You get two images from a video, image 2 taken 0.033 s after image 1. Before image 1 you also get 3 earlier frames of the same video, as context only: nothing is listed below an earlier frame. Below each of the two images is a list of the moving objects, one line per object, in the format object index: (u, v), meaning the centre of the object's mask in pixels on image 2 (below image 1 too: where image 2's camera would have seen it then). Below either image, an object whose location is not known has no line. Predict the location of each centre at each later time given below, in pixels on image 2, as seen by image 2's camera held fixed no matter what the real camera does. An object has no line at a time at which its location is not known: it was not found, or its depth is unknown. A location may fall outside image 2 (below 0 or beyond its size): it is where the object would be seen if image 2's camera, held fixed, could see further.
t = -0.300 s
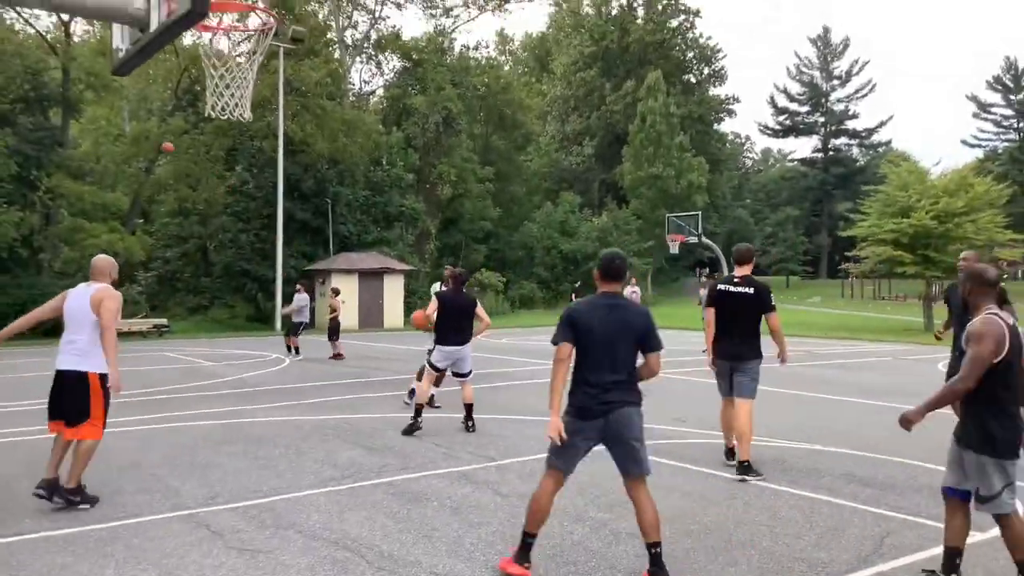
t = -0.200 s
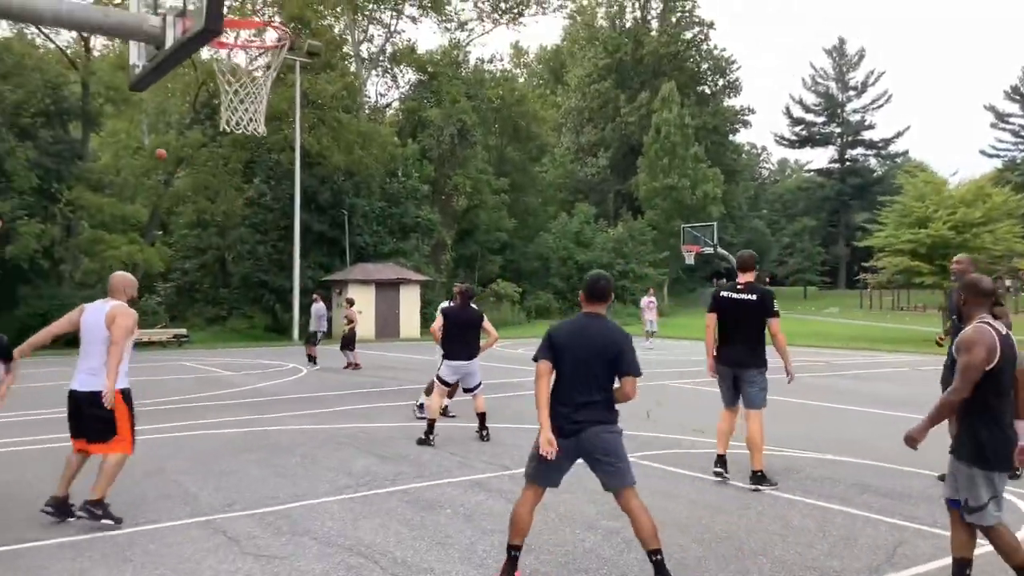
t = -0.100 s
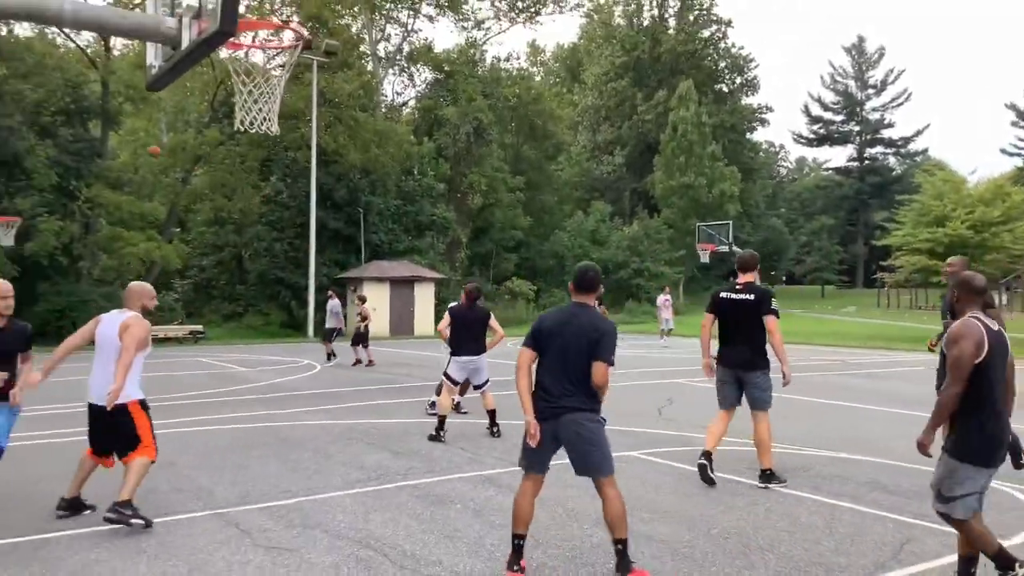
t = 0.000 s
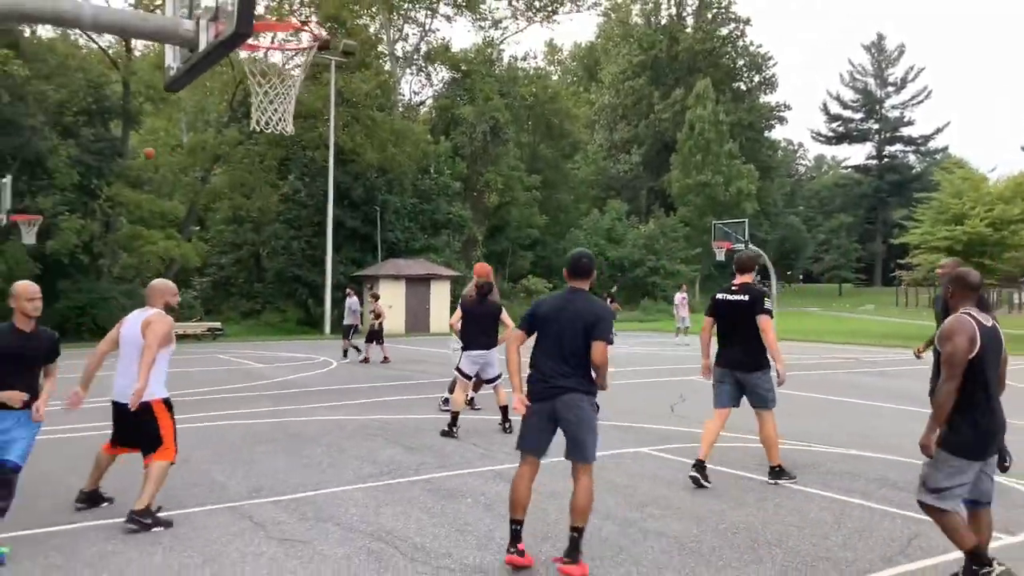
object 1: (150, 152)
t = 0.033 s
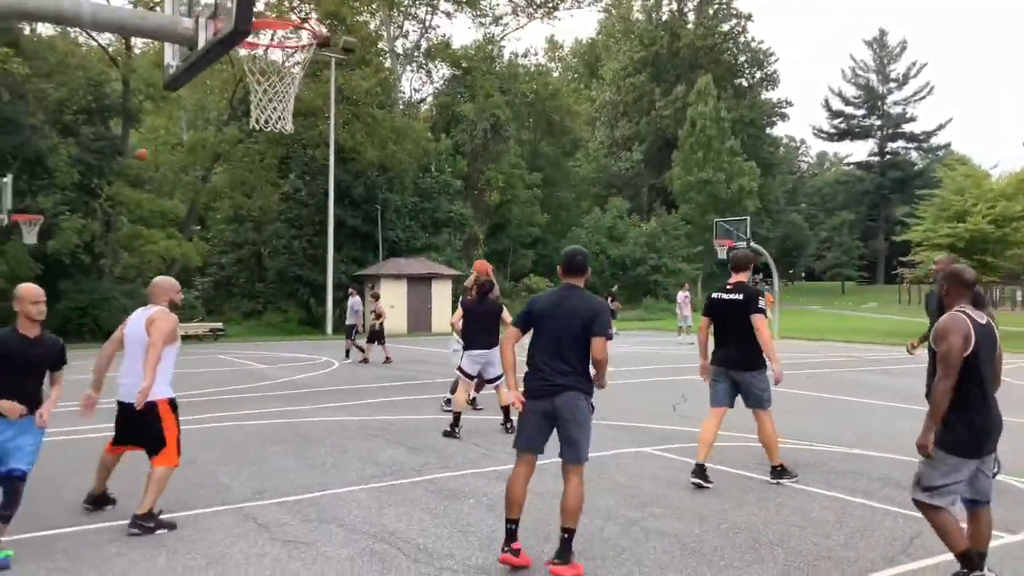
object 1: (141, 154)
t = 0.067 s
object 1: (133, 157)
